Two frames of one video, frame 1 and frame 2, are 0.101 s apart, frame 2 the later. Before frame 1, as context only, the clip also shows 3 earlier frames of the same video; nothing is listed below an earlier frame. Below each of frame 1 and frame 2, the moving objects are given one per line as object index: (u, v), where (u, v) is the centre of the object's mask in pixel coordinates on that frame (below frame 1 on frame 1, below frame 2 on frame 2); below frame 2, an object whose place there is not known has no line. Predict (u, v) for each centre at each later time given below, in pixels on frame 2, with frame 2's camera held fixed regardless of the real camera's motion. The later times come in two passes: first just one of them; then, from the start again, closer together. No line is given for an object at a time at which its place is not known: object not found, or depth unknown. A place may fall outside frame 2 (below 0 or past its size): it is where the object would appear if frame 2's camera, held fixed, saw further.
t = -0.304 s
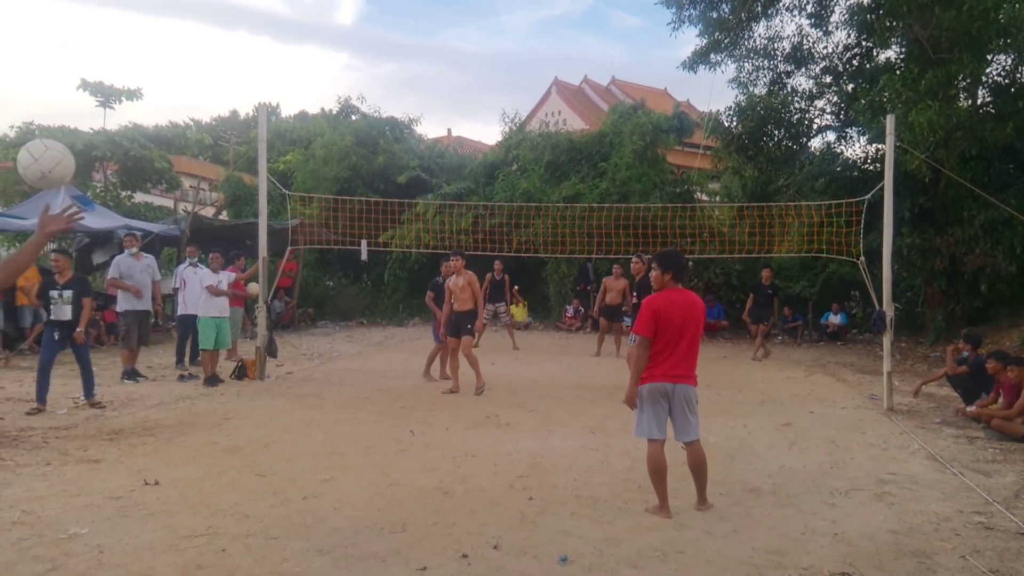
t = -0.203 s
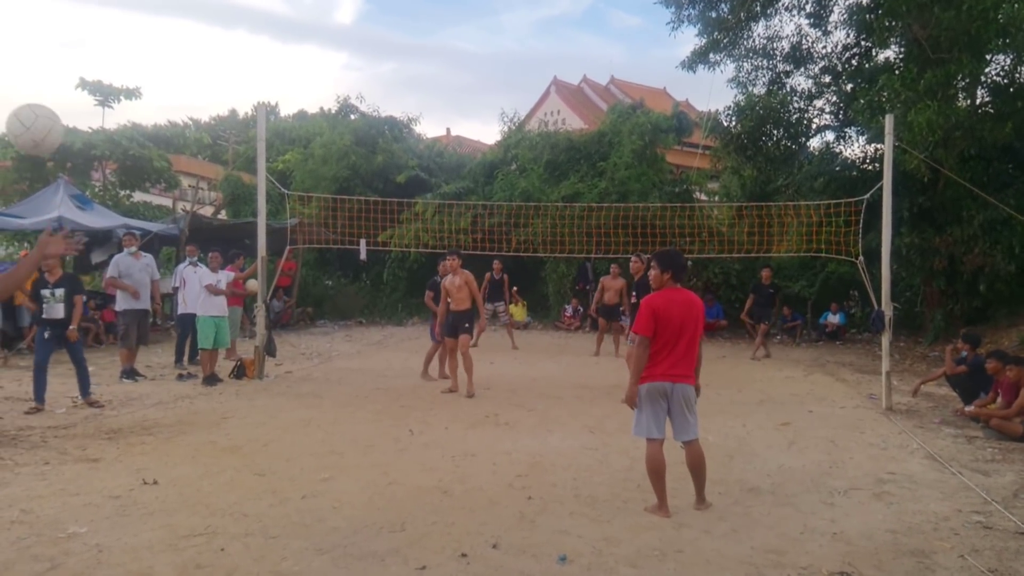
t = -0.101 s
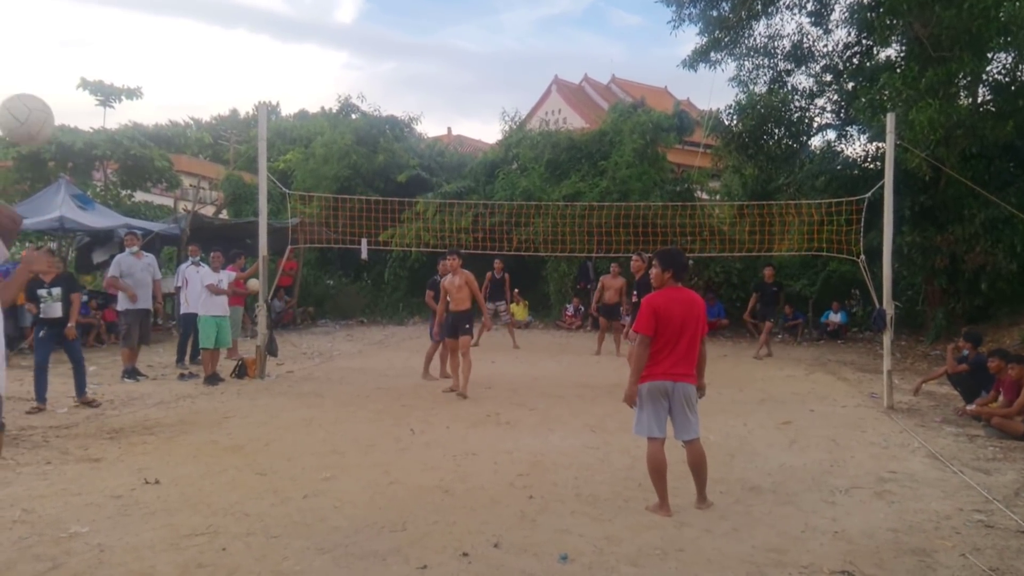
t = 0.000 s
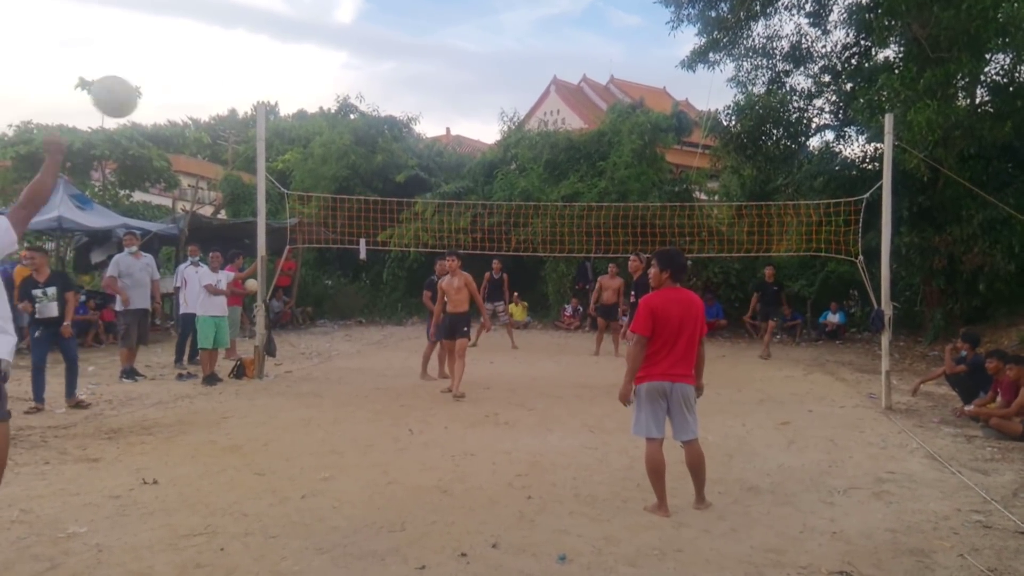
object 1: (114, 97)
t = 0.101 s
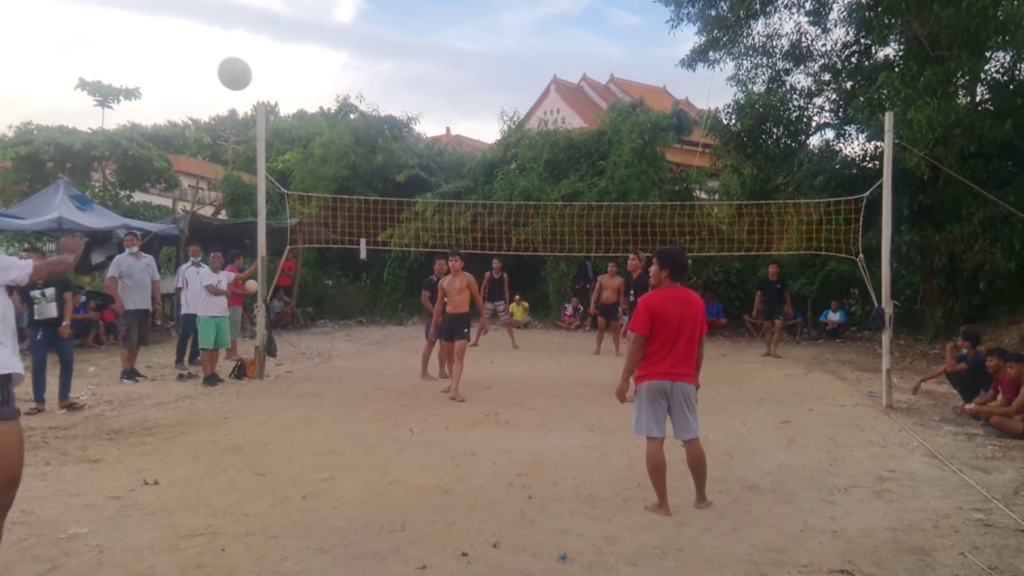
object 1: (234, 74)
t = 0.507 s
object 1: (419, 114)
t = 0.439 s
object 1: (402, 101)
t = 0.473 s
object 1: (411, 107)
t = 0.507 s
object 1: (419, 114)
